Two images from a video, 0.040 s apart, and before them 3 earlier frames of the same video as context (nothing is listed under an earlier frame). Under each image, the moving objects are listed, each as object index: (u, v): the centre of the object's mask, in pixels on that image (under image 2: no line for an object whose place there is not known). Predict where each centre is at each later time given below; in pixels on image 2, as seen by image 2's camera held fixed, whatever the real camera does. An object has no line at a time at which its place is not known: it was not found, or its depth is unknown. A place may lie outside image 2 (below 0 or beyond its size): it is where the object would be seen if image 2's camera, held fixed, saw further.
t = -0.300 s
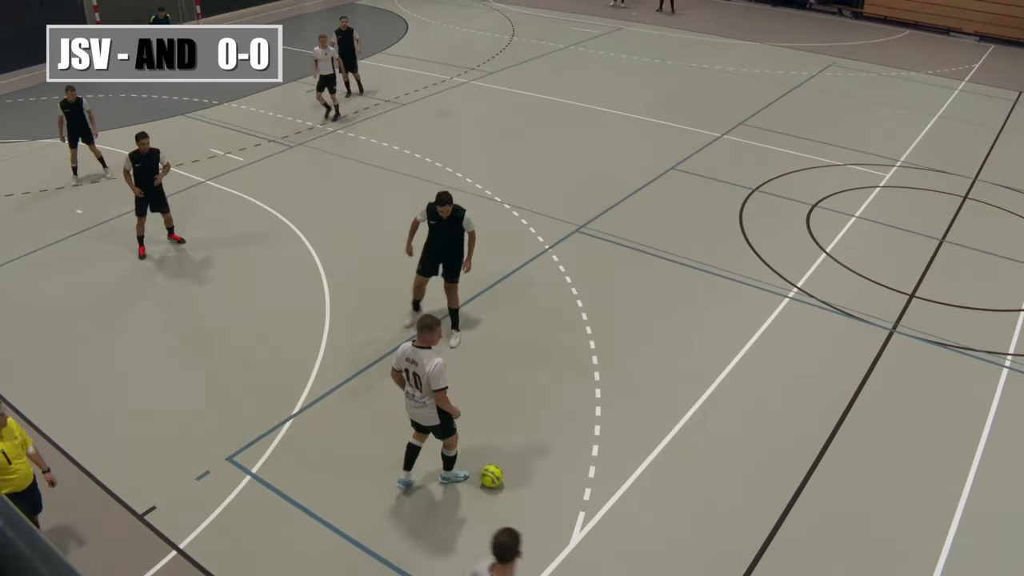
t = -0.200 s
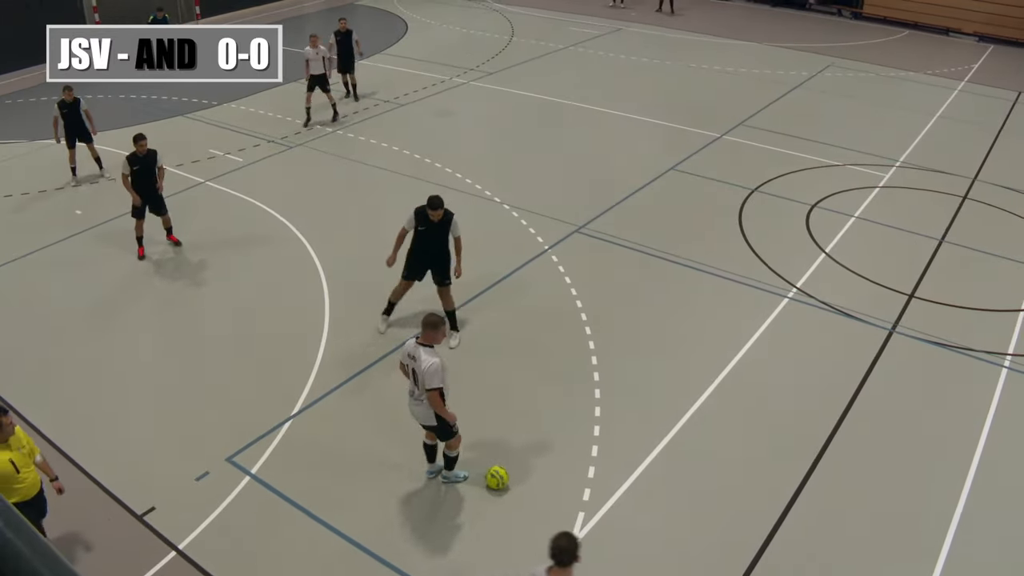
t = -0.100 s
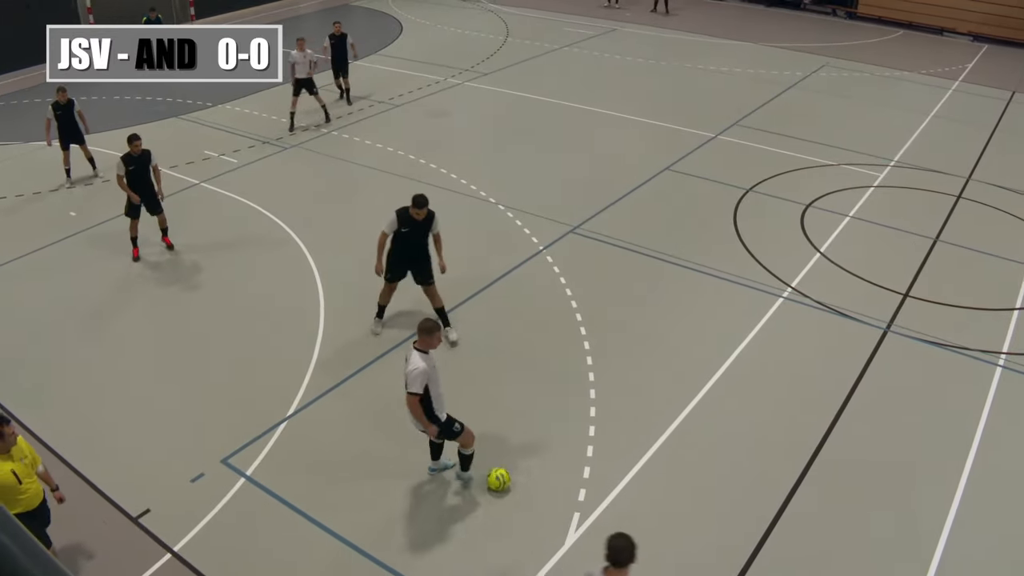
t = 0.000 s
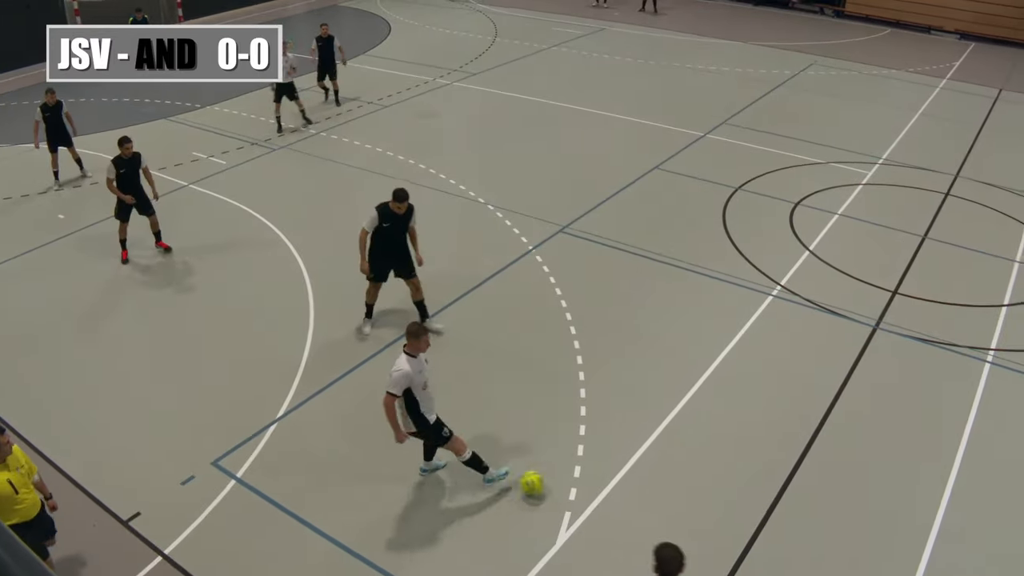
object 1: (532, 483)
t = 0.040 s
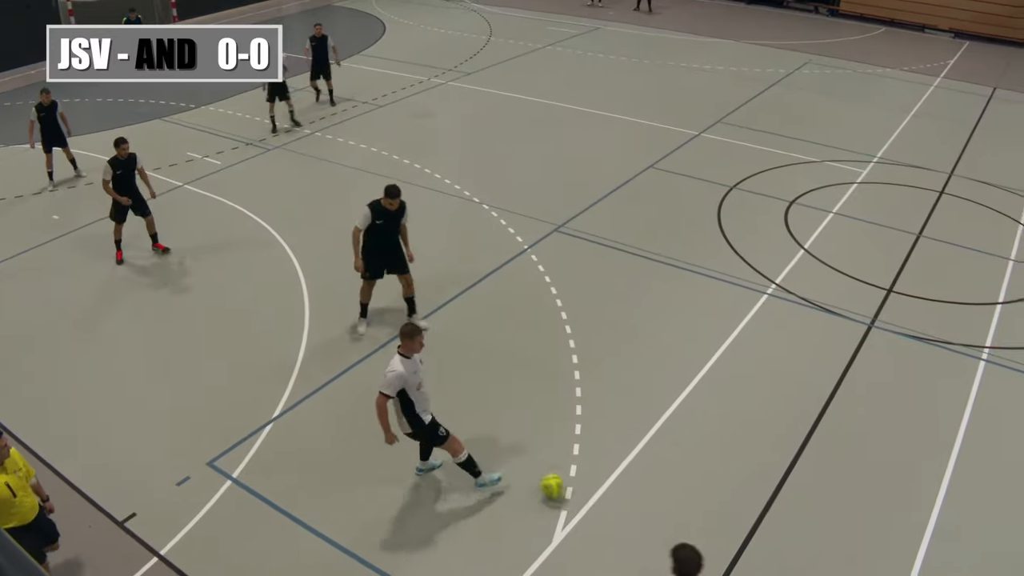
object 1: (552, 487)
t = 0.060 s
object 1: (565, 489)
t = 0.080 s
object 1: (577, 491)
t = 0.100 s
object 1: (590, 495)
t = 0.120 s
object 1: (603, 497)
